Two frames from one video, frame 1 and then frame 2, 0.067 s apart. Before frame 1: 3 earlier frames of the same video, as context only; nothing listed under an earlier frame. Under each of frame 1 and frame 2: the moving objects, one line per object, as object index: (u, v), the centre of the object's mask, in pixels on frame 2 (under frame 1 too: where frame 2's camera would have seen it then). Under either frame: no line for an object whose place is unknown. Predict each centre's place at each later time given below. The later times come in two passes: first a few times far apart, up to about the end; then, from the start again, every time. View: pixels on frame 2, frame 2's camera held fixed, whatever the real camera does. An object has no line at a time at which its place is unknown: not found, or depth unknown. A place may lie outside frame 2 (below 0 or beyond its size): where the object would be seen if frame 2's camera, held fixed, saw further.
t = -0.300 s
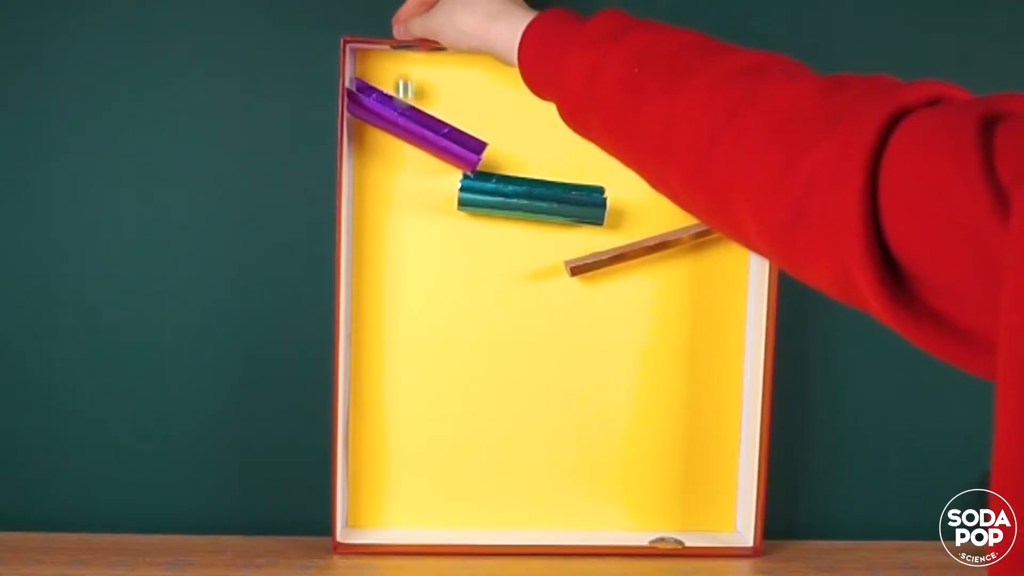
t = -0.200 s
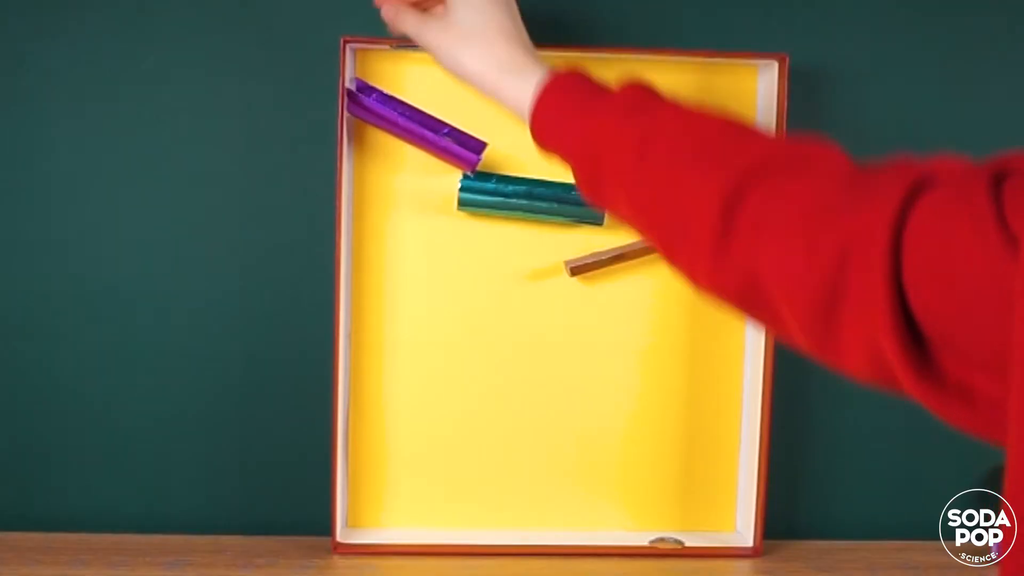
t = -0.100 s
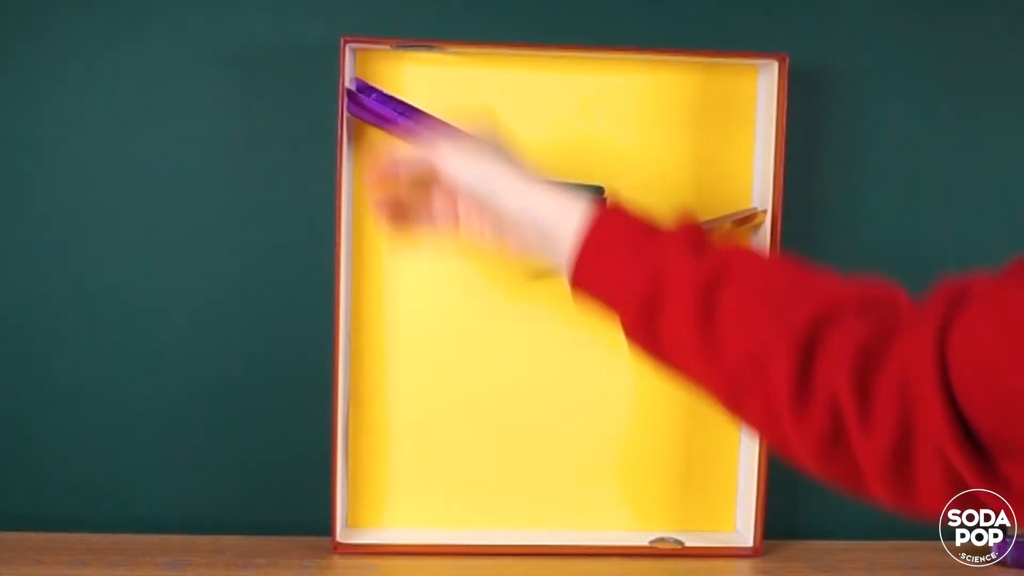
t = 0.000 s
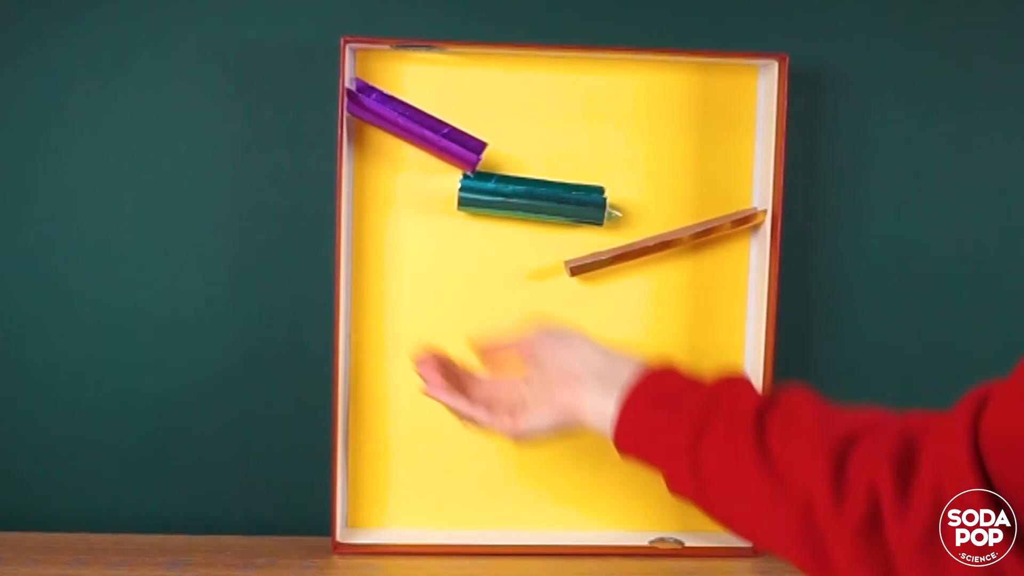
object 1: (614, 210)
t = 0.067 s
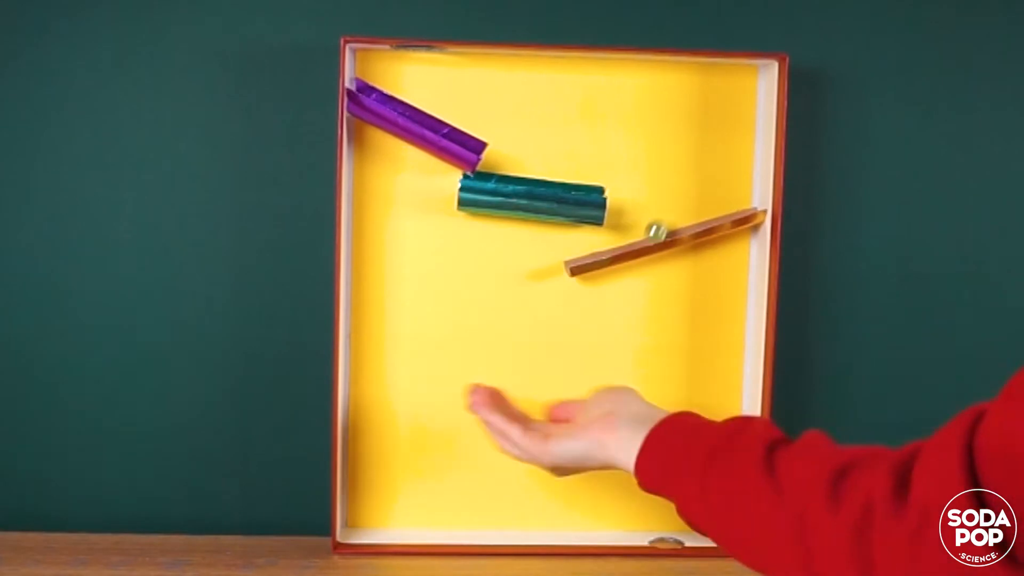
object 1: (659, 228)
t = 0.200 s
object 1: (688, 225)
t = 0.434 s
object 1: (630, 243)
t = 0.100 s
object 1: (676, 215)
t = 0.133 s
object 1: (682, 214)
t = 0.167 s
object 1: (686, 224)
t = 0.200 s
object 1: (688, 225)
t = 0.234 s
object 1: (690, 225)
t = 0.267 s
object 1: (686, 226)
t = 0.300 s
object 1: (683, 226)
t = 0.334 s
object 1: (674, 229)
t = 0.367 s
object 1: (660, 234)
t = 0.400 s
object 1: (646, 238)
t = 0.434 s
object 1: (630, 243)
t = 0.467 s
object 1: (610, 248)
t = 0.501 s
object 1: (590, 254)
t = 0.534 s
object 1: (564, 263)
